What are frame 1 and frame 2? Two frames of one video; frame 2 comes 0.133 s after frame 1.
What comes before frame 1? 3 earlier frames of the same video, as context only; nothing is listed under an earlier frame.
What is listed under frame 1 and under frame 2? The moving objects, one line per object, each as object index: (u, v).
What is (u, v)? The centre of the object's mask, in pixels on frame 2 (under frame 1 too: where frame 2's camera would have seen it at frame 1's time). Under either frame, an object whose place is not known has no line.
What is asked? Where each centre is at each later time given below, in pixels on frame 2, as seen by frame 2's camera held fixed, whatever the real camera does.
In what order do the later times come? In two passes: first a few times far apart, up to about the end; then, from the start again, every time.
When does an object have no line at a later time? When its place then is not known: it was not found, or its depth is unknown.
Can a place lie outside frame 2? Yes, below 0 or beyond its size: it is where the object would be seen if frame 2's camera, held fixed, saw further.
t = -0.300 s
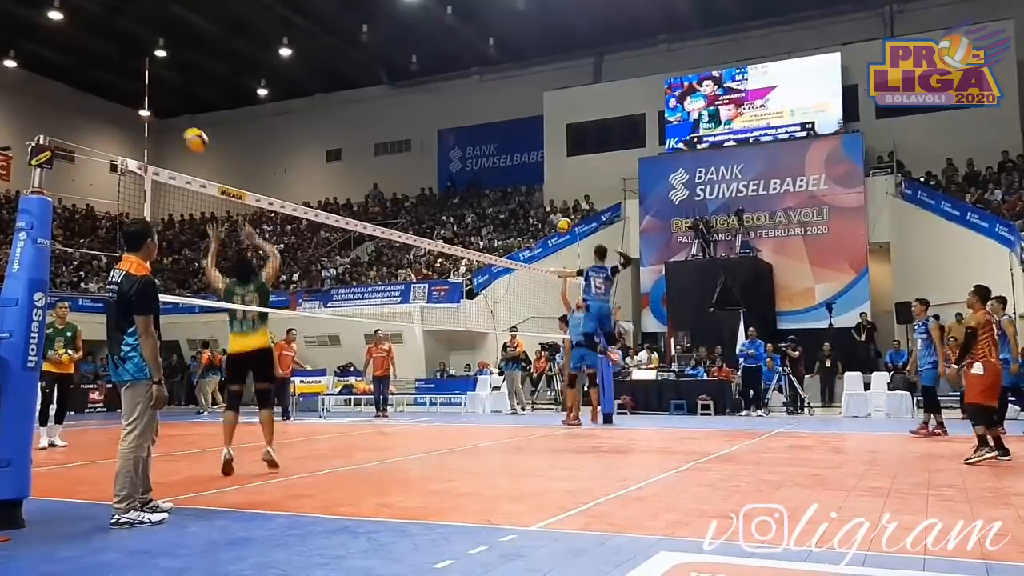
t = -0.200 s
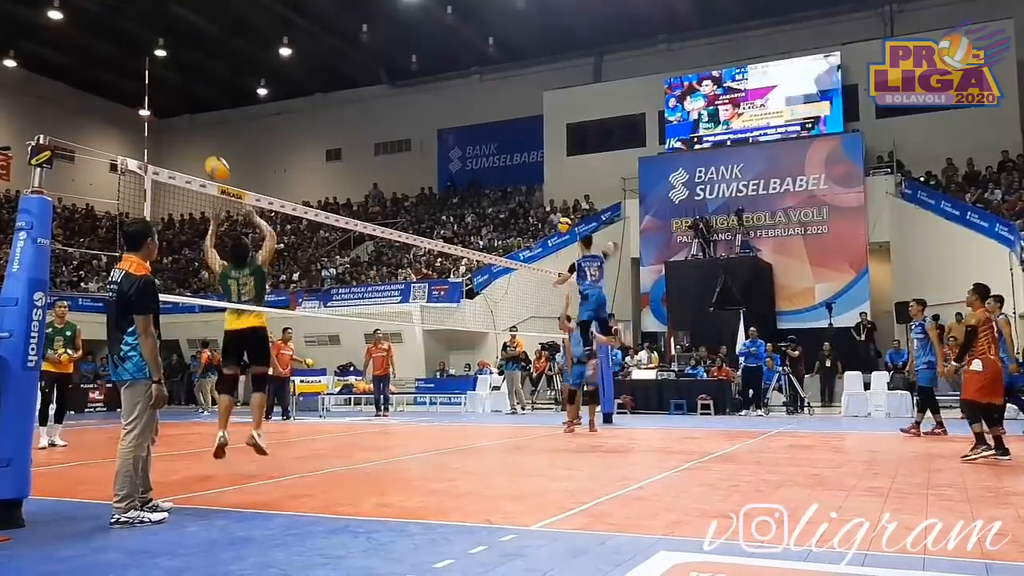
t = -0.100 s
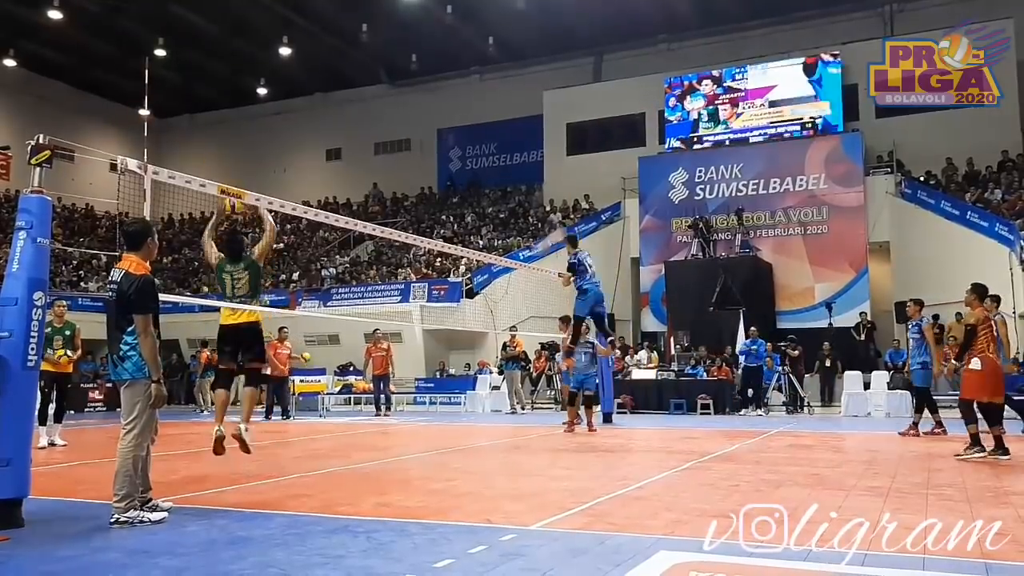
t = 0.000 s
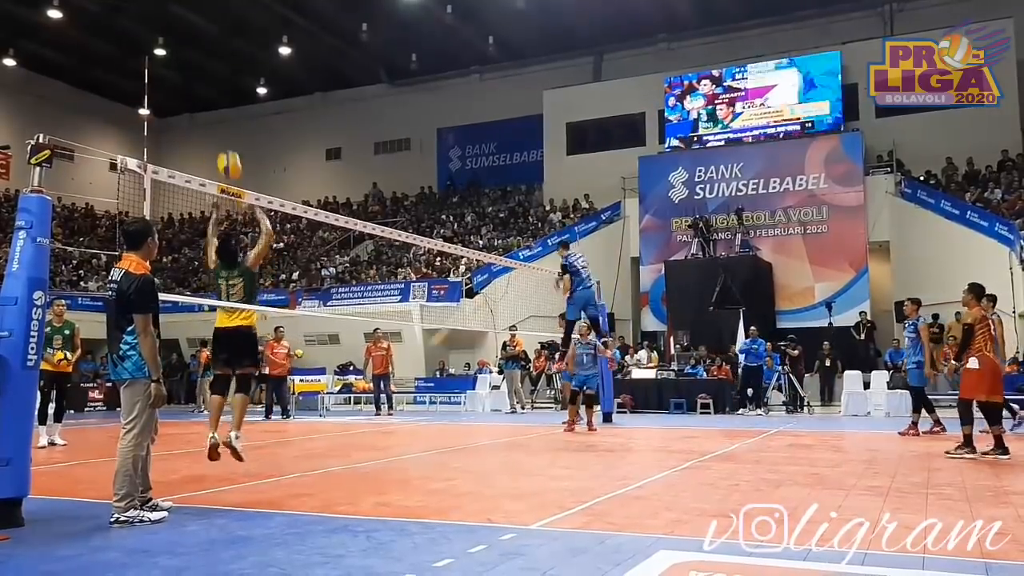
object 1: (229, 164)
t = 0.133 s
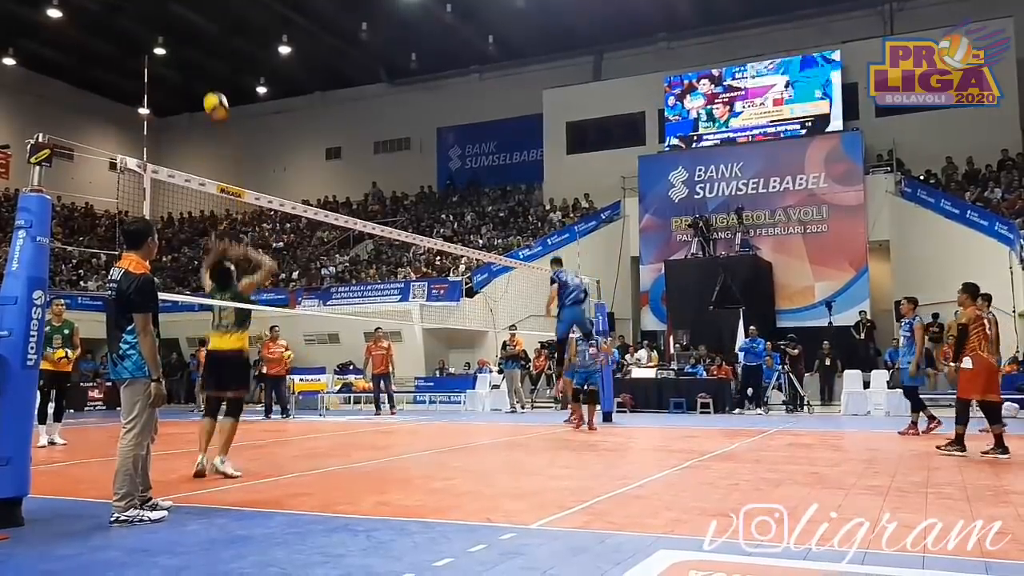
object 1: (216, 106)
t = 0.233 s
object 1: (206, 73)
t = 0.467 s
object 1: (180, 34)
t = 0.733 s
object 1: (149, 61)
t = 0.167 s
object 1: (213, 94)
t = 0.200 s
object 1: (209, 83)
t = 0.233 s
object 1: (206, 73)
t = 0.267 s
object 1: (202, 64)
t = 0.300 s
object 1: (199, 56)
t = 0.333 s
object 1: (195, 50)
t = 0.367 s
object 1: (191, 44)
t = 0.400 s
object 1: (188, 39)
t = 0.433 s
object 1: (184, 36)
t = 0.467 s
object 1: (180, 34)
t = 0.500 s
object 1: (177, 33)
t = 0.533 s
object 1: (172, 33)
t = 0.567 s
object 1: (169, 34)
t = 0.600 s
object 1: (165, 37)
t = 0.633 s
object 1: (161, 41)
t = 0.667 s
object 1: (157, 46)
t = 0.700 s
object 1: (153, 53)
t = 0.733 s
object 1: (149, 61)
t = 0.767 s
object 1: (145, 70)
